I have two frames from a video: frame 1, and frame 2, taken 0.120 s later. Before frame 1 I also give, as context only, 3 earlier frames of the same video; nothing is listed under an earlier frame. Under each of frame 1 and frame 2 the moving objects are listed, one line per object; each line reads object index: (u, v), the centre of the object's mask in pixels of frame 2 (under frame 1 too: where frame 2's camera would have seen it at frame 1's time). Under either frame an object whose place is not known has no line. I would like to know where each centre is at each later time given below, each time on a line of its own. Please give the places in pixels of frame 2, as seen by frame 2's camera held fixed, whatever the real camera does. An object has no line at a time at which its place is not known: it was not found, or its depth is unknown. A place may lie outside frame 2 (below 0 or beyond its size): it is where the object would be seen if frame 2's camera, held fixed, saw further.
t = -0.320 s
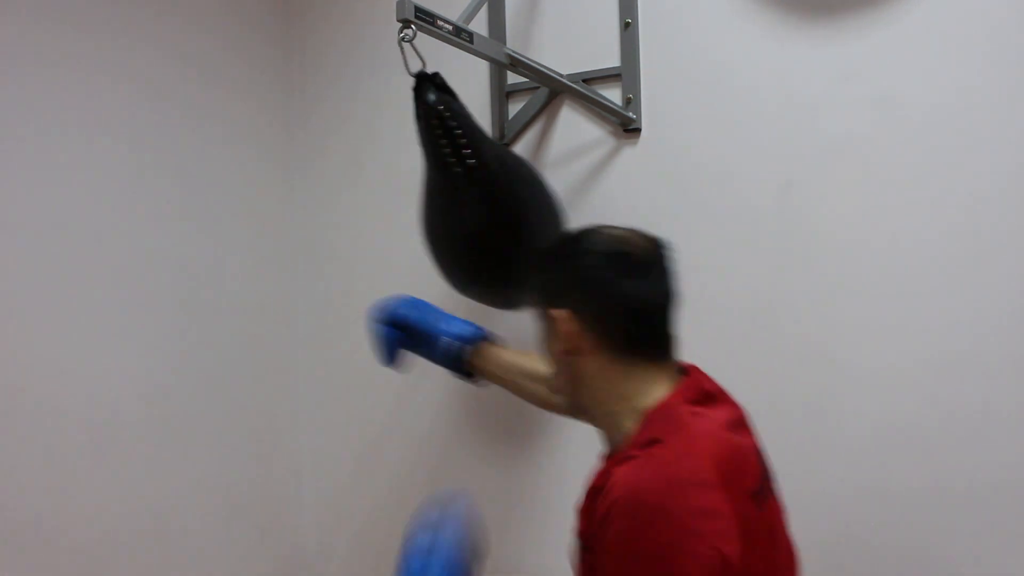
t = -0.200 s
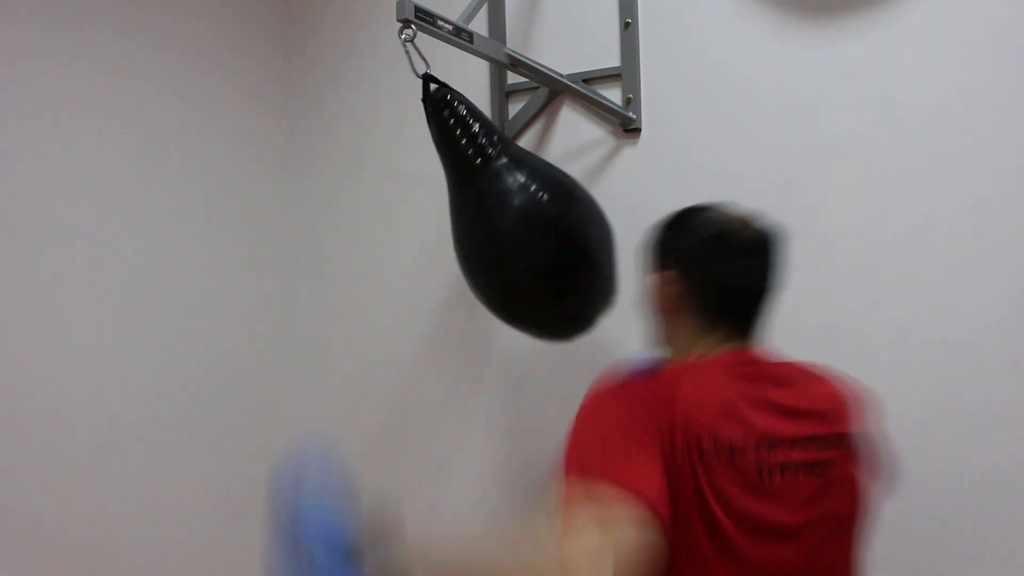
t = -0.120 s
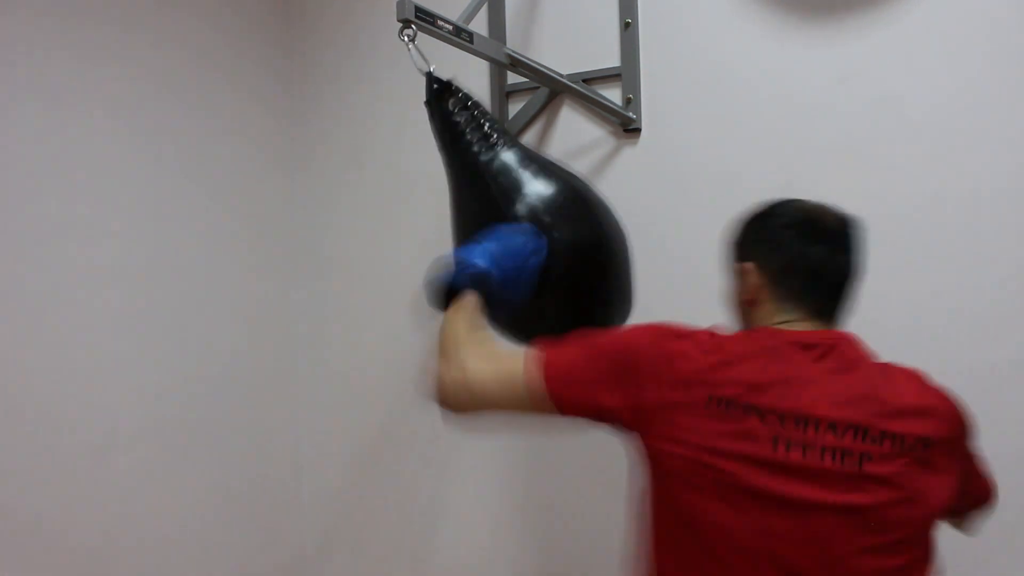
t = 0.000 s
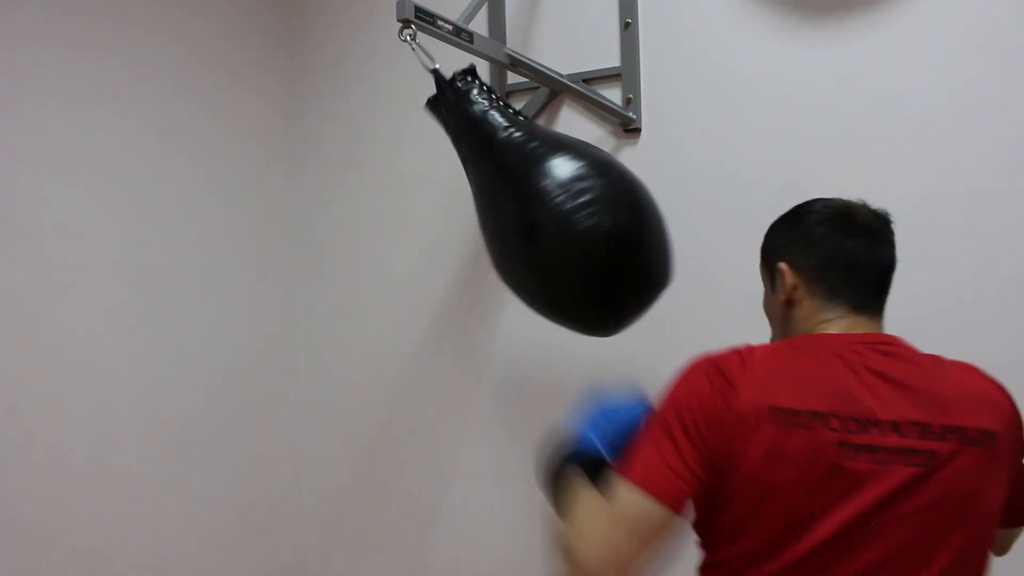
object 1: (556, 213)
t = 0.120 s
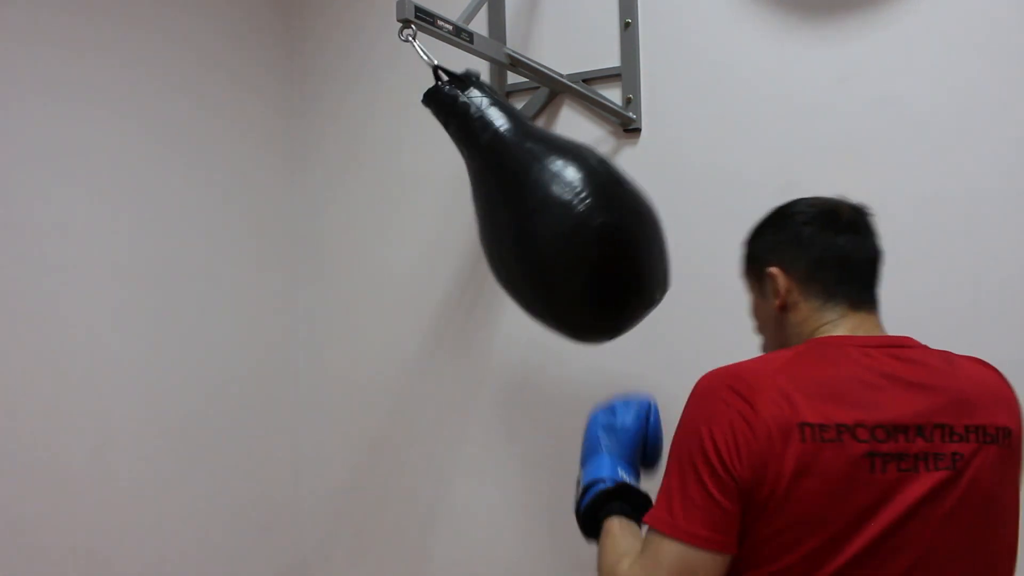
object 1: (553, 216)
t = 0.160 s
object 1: (545, 223)
